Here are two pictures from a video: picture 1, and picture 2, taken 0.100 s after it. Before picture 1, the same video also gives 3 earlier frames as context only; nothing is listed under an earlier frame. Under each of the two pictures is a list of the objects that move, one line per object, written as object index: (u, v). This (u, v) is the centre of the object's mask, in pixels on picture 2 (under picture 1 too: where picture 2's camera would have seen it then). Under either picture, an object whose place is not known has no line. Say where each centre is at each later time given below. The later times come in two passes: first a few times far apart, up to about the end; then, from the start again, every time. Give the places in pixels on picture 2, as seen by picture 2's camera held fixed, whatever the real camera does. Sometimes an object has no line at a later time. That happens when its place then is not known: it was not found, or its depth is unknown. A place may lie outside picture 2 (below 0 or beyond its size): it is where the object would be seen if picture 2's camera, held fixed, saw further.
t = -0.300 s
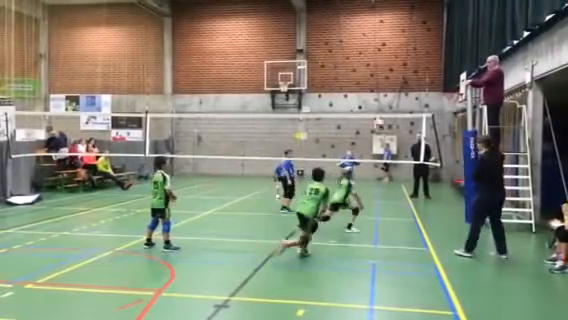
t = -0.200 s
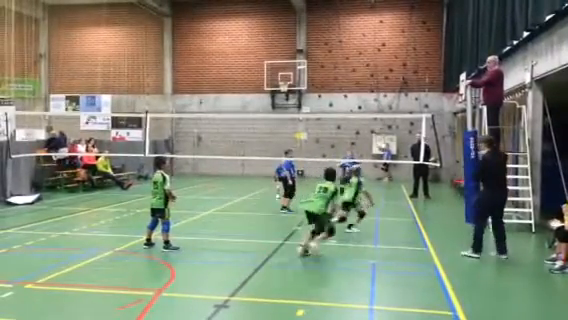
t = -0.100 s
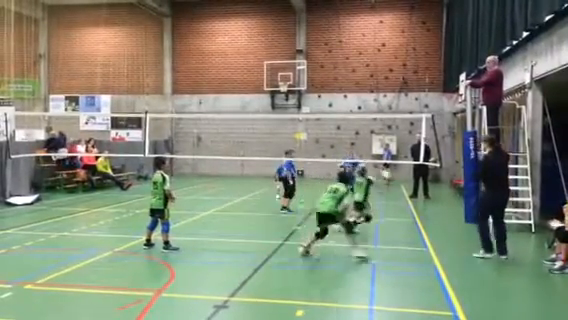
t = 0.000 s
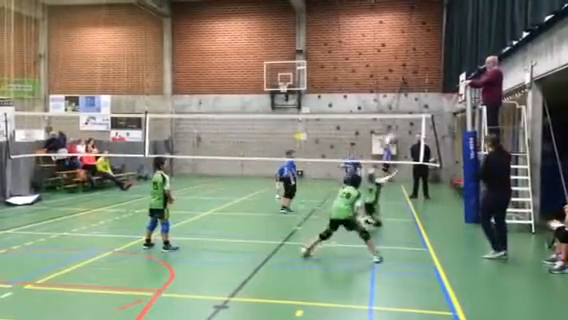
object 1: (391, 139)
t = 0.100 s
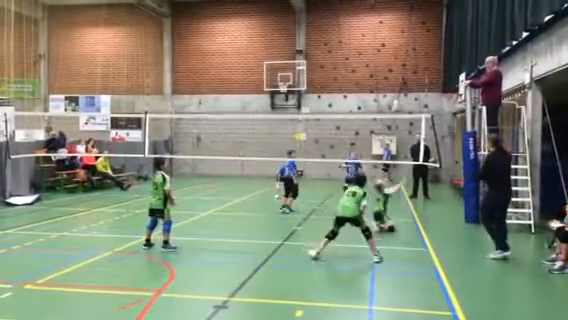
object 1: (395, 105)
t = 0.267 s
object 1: (404, 59)
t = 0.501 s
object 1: (414, 18)
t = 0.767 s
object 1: (426, 13)
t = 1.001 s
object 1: (435, 38)
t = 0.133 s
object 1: (397, 92)
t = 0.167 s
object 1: (400, 84)
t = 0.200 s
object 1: (401, 76)
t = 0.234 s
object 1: (402, 67)
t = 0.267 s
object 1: (404, 59)
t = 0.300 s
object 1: (404, 53)
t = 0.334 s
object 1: (406, 45)
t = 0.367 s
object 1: (410, 39)
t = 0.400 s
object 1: (410, 34)
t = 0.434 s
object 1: (411, 29)
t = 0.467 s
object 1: (413, 24)
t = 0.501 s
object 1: (414, 18)
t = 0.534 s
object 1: (416, 16)
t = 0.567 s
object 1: (417, 14)
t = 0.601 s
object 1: (420, 12)
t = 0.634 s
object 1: (421, 11)
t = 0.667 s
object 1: (422, 11)
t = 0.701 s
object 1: (424, 11)
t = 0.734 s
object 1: (425, 11)
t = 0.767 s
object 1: (426, 13)
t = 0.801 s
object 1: (427, 14)
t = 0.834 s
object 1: (428, 17)
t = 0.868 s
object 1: (430, 19)
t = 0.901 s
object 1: (431, 22)
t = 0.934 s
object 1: (433, 28)
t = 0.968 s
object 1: (434, 31)
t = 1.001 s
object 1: (435, 38)
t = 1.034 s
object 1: (436, 44)
